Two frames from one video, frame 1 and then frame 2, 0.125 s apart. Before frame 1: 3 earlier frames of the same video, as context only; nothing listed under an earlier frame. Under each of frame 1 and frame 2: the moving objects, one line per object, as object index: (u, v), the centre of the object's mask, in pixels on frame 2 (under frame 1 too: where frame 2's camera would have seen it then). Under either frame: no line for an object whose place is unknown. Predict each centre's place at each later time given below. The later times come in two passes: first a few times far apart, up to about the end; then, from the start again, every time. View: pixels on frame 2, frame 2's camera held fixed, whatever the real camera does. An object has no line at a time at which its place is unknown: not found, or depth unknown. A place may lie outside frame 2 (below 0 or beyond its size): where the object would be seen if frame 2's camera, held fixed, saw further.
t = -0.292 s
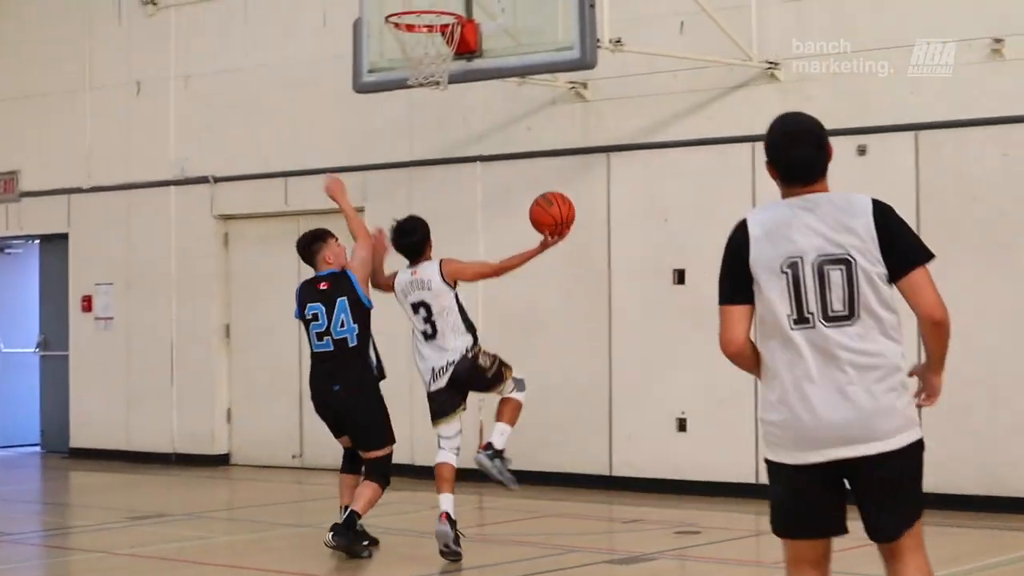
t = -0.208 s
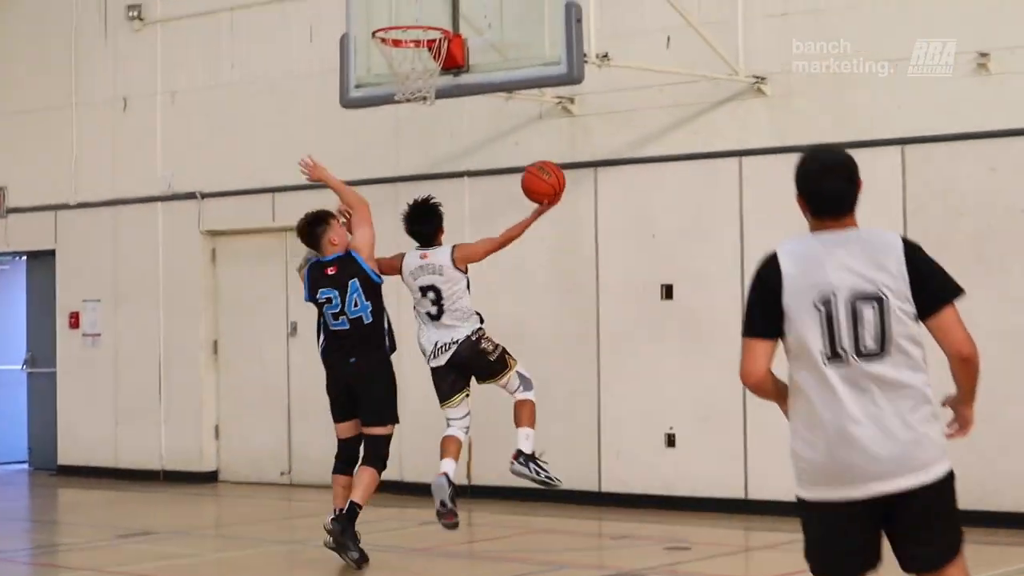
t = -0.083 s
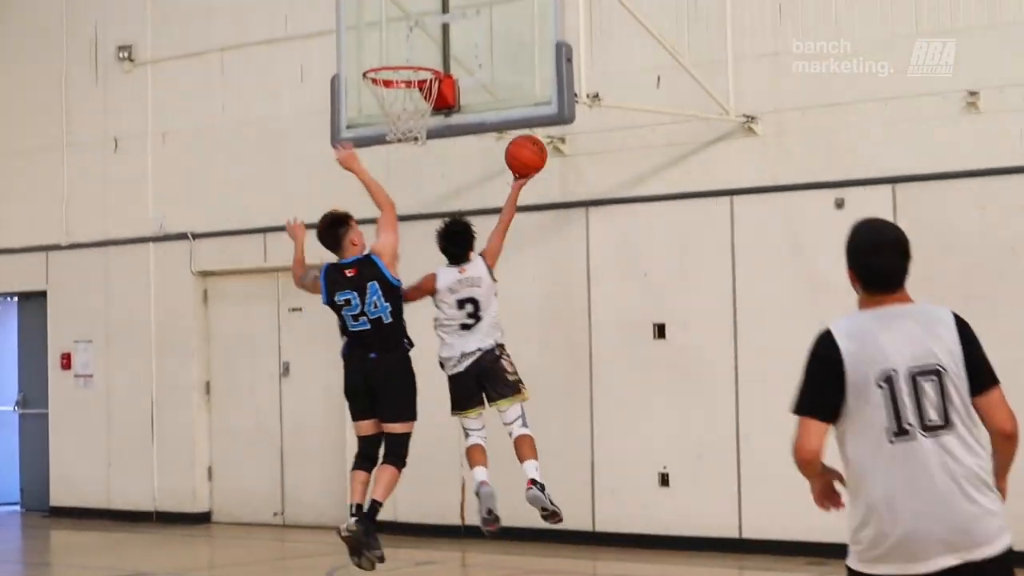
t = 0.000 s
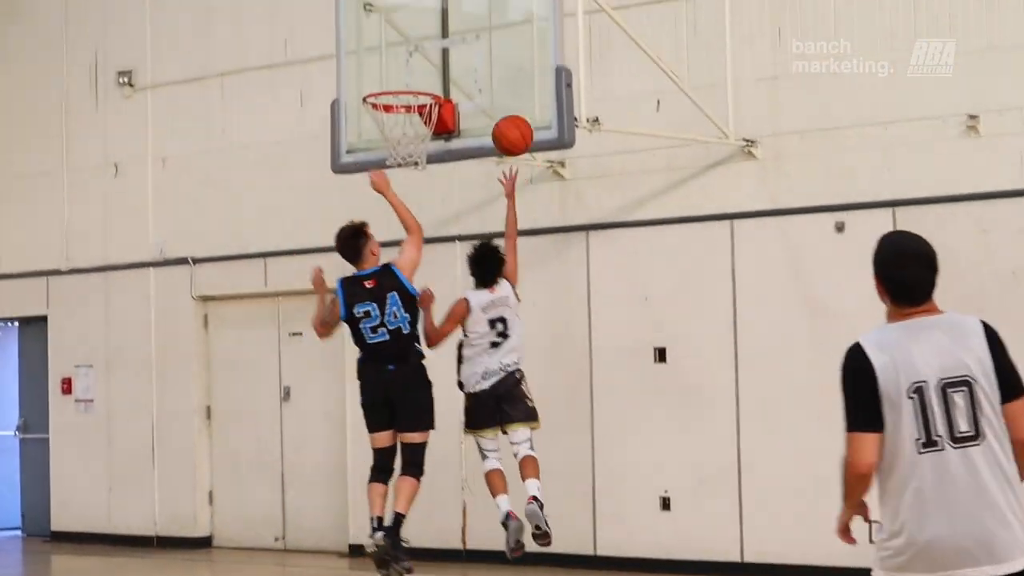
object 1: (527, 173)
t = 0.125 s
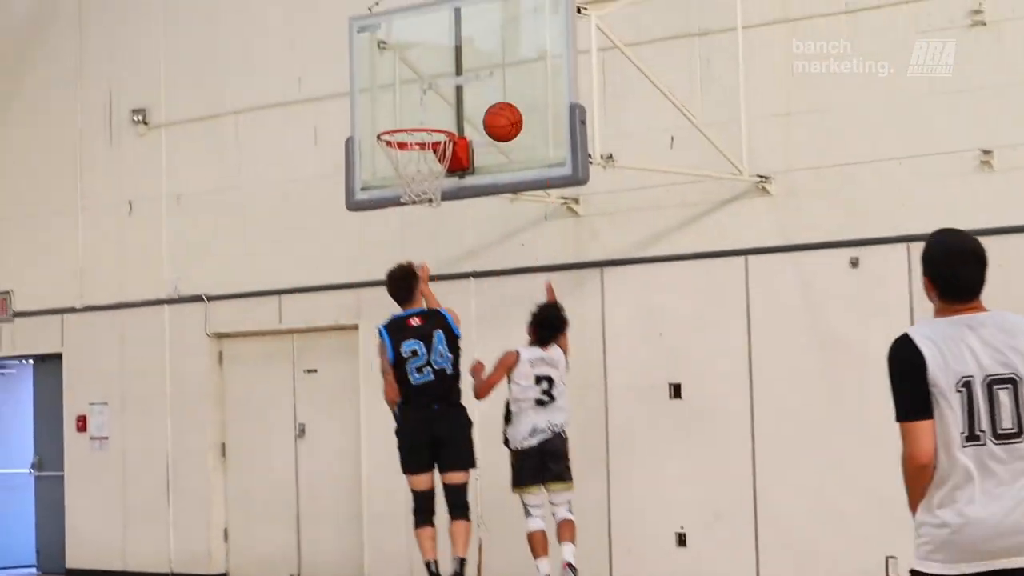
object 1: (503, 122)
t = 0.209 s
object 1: (490, 108)
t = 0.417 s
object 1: (444, 101)
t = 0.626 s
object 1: (390, 158)
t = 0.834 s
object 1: (398, 182)
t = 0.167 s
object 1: (496, 114)
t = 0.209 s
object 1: (490, 108)
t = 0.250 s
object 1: (484, 106)
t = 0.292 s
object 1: (475, 101)
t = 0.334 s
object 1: (464, 98)
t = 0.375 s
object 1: (454, 98)
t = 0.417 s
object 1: (444, 101)
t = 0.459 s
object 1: (433, 106)
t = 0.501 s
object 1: (423, 113)
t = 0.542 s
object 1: (408, 131)
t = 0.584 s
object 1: (397, 146)
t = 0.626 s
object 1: (390, 158)
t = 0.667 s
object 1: (387, 166)
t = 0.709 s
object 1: (386, 170)
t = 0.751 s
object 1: (389, 174)
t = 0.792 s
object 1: (393, 177)
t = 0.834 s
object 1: (398, 182)
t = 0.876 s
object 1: (405, 189)
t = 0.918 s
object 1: (410, 197)
